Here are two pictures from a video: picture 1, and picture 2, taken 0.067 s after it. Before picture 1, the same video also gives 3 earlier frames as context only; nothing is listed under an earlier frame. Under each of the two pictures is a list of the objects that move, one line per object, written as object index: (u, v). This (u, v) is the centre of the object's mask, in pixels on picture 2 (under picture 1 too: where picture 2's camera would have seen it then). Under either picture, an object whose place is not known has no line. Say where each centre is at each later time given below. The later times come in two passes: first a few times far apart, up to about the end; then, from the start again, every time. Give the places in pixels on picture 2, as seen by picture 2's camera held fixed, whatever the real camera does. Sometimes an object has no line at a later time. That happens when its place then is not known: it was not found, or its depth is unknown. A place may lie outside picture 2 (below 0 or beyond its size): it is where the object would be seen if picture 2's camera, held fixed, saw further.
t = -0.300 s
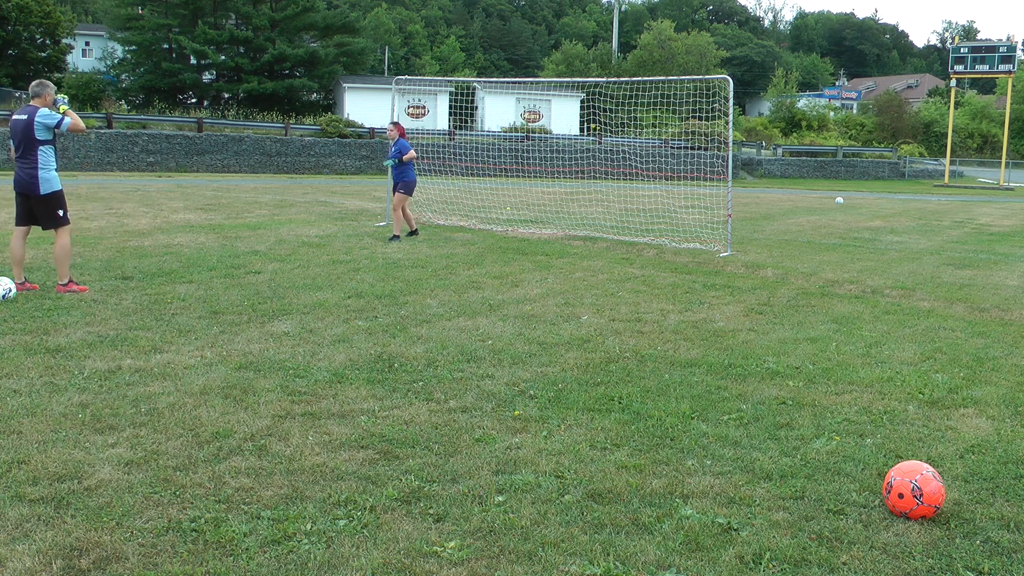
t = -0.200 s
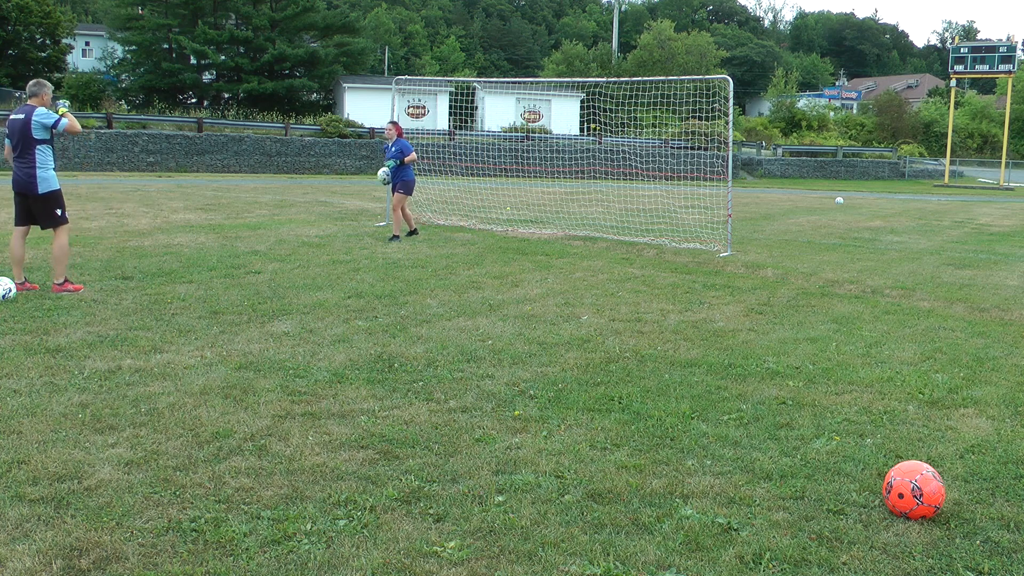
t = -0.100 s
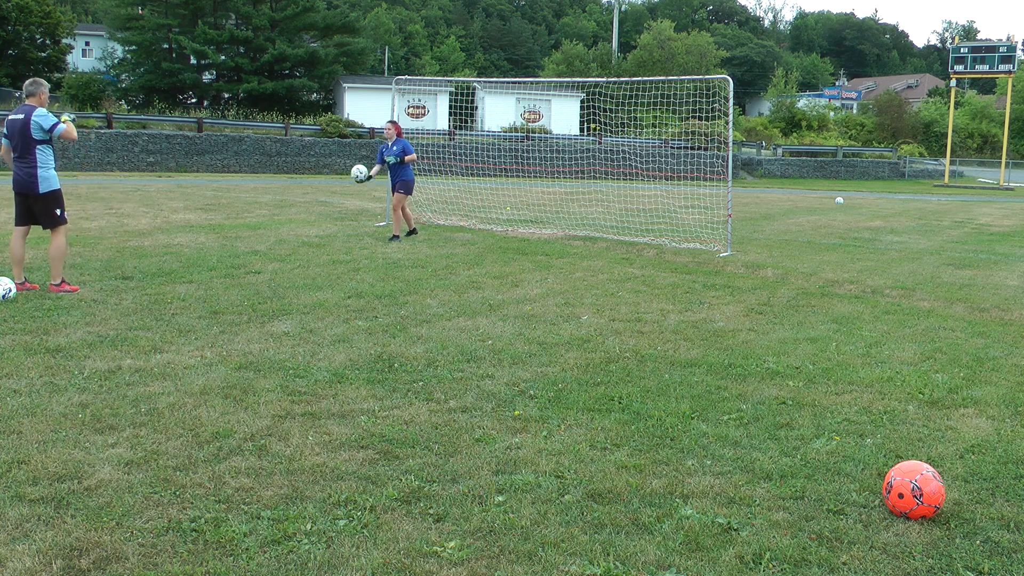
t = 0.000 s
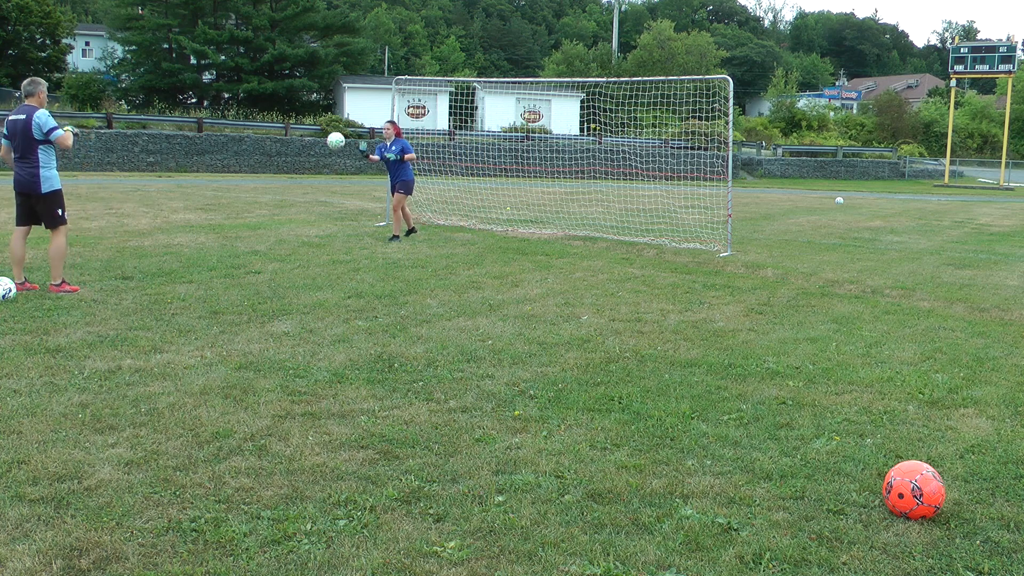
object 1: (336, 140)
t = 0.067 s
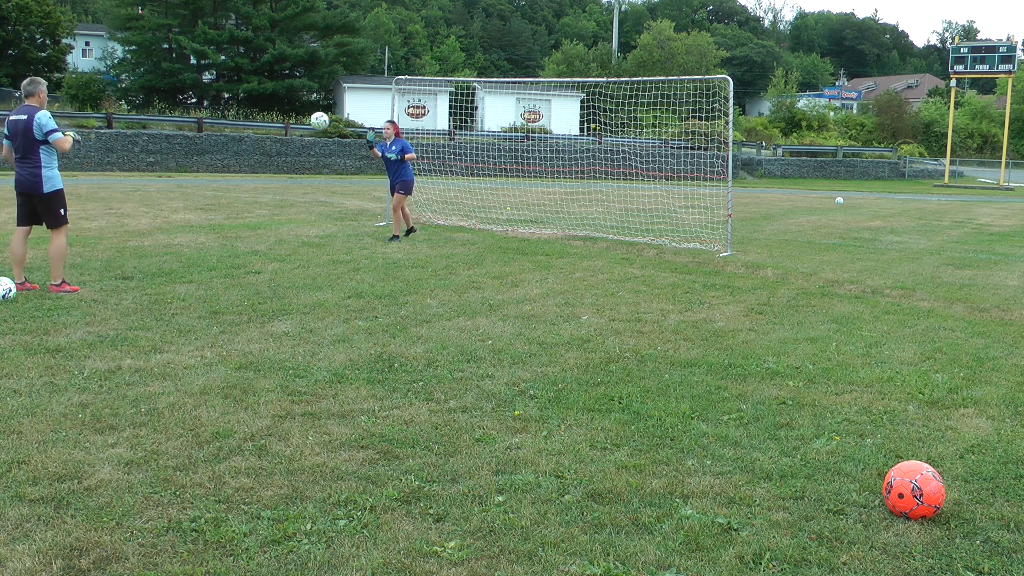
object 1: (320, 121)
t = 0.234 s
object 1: (275, 82)
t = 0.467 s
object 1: (202, 65)
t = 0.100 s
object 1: (311, 111)
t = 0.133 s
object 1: (303, 103)
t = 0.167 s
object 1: (294, 96)
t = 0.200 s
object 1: (284, 89)
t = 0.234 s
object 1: (275, 82)
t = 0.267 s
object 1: (265, 77)
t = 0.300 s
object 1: (256, 73)
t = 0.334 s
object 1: (246, 69)
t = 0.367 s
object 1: (235, 66)
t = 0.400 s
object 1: (224, 65)
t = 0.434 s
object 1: (213, 64)
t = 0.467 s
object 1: (202, 65)
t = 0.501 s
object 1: (190, 66)
